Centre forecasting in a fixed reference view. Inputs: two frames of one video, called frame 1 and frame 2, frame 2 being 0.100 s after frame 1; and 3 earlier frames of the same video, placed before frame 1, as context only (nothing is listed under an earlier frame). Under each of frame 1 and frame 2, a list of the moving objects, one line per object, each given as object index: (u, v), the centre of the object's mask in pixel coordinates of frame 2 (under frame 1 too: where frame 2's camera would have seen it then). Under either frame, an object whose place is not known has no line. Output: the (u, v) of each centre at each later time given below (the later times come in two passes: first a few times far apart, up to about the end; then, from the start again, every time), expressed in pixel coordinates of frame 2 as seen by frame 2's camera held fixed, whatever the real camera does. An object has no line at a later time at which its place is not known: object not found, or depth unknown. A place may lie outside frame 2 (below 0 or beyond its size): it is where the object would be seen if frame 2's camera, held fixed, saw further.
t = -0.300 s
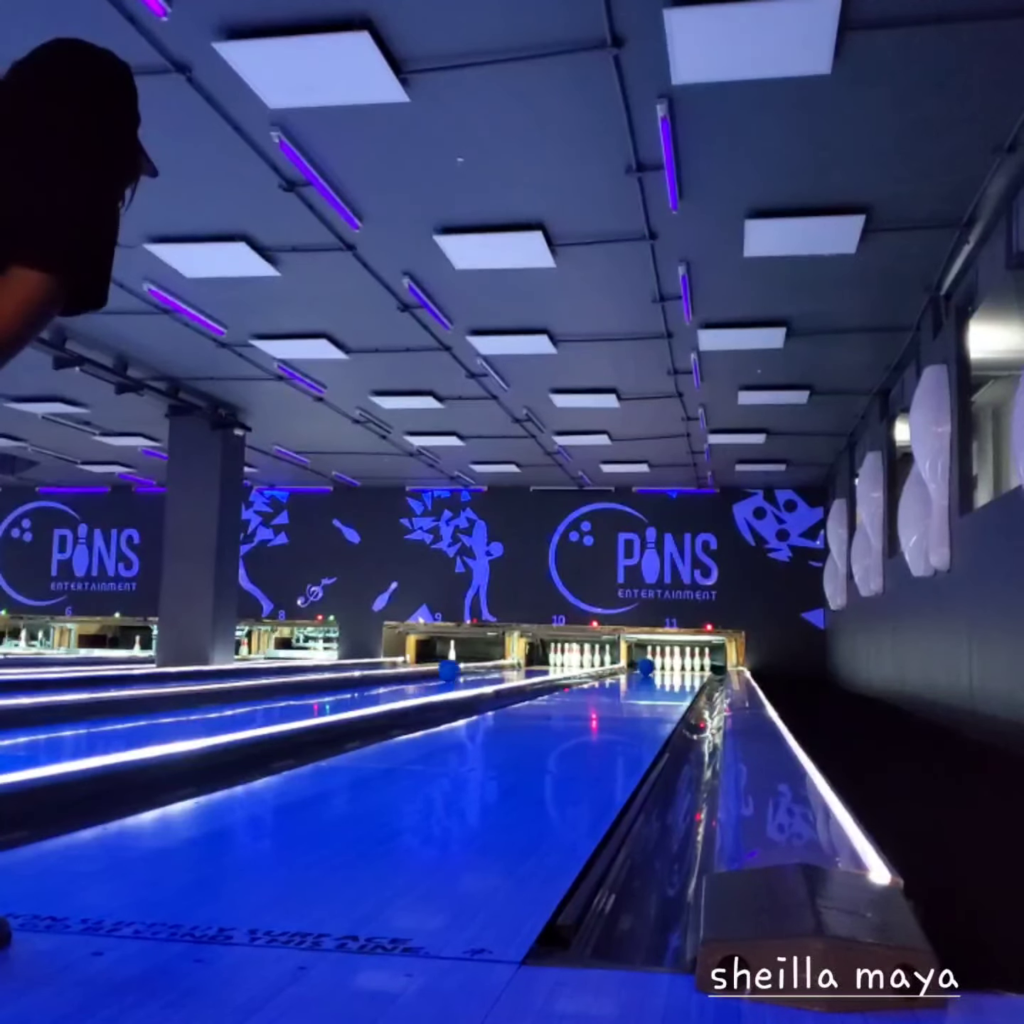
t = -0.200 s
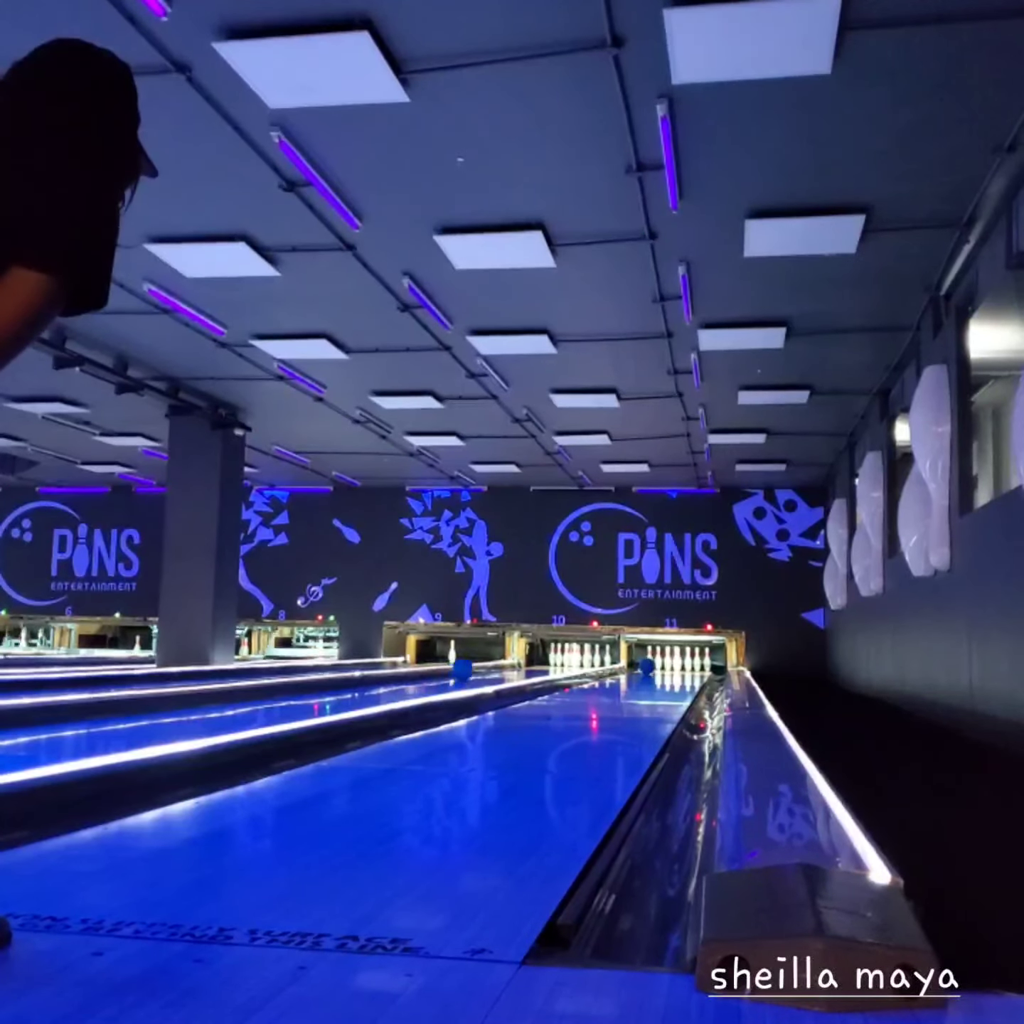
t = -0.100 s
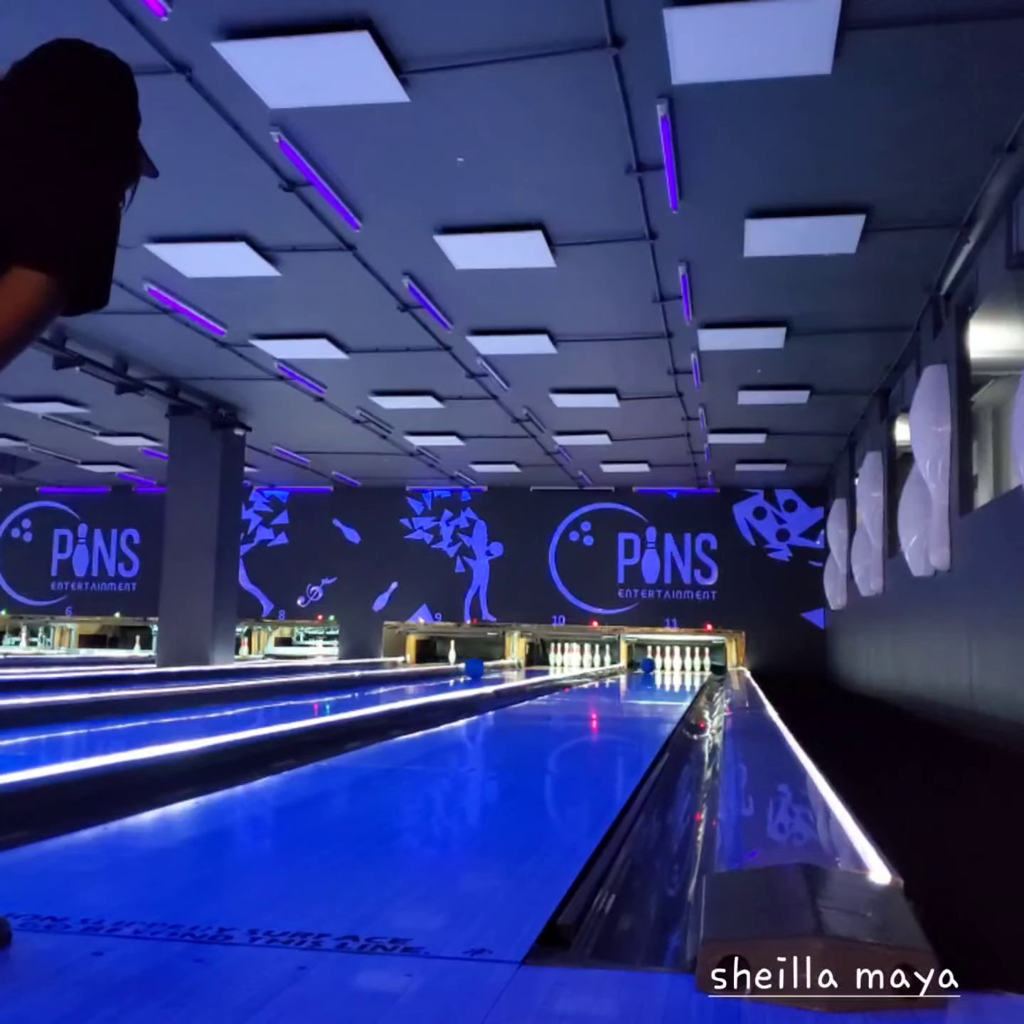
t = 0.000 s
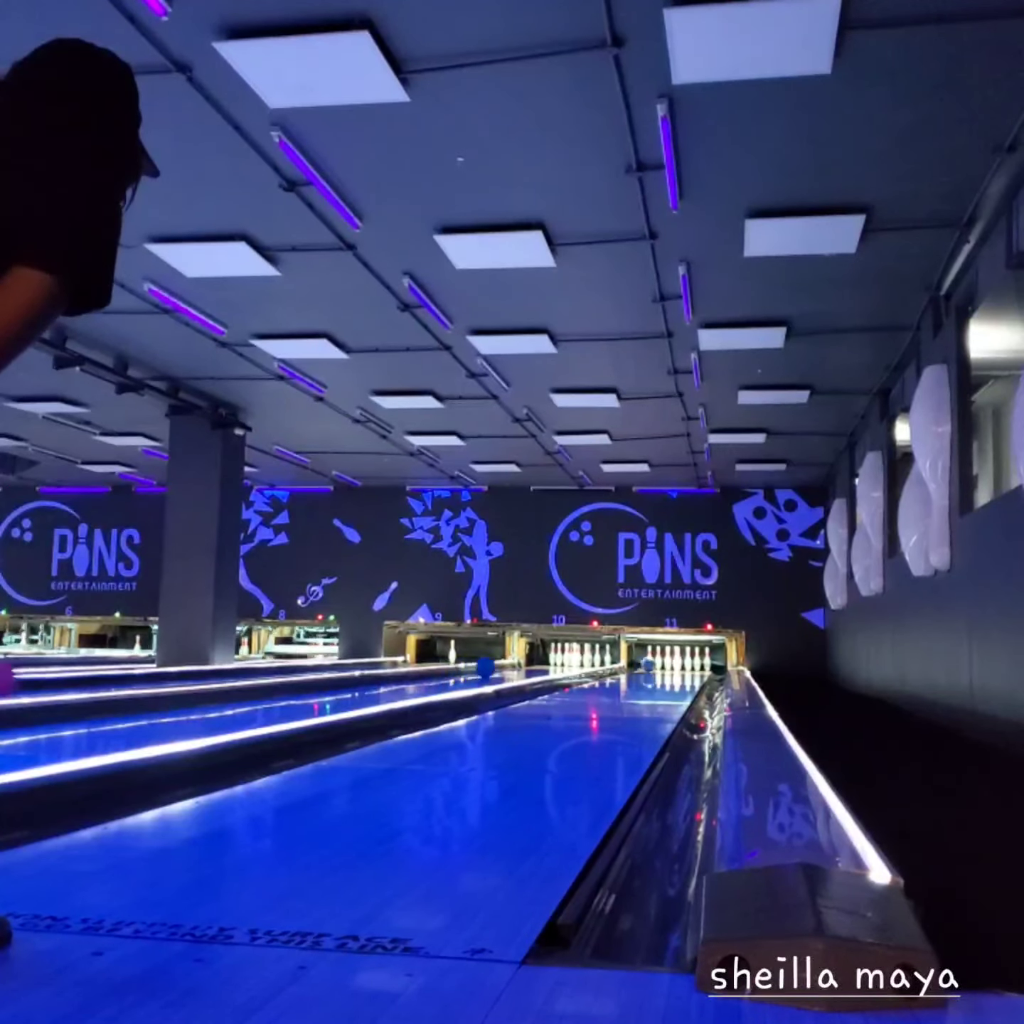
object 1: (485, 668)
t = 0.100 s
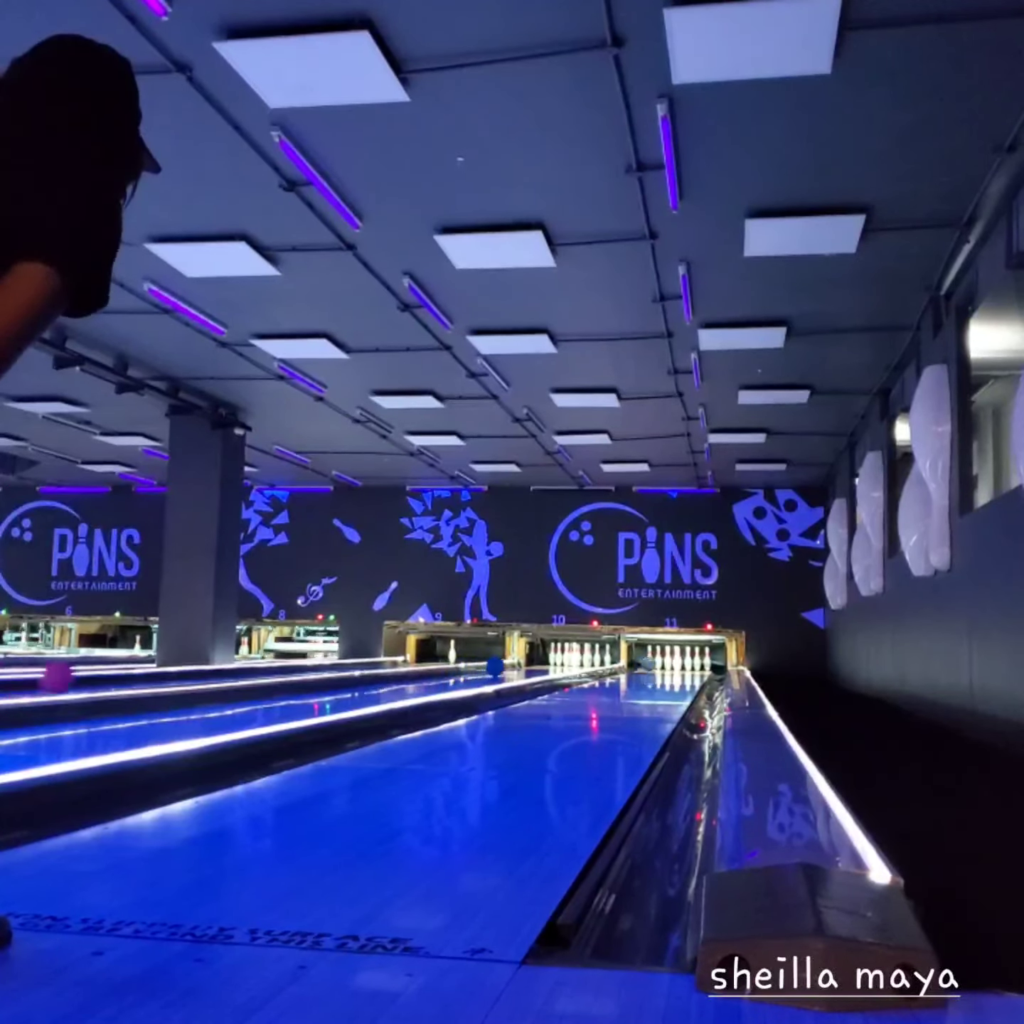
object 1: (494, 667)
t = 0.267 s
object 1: (509, 665)
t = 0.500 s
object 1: (525, 664)
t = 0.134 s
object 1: (498, 667)
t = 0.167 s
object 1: (501, 667)
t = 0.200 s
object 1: (503, 666)
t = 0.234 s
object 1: (506, 666)
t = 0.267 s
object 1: (509, 665)
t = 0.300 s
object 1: (512, 666)
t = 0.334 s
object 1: (515, 665)
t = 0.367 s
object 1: (517, 664)
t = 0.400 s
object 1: (519, 665)
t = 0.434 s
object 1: (521, 664)
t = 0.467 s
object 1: (523, 664)
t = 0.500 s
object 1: (525, 664)
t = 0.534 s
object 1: (527, 664)
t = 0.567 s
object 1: (530, 664)
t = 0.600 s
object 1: (532, 664)
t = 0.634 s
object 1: (533, 663)
